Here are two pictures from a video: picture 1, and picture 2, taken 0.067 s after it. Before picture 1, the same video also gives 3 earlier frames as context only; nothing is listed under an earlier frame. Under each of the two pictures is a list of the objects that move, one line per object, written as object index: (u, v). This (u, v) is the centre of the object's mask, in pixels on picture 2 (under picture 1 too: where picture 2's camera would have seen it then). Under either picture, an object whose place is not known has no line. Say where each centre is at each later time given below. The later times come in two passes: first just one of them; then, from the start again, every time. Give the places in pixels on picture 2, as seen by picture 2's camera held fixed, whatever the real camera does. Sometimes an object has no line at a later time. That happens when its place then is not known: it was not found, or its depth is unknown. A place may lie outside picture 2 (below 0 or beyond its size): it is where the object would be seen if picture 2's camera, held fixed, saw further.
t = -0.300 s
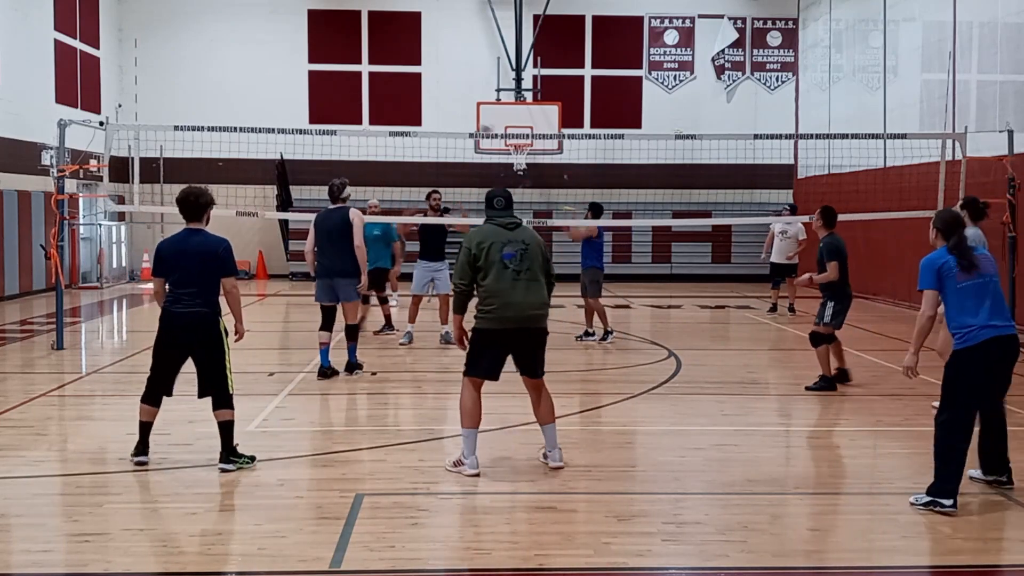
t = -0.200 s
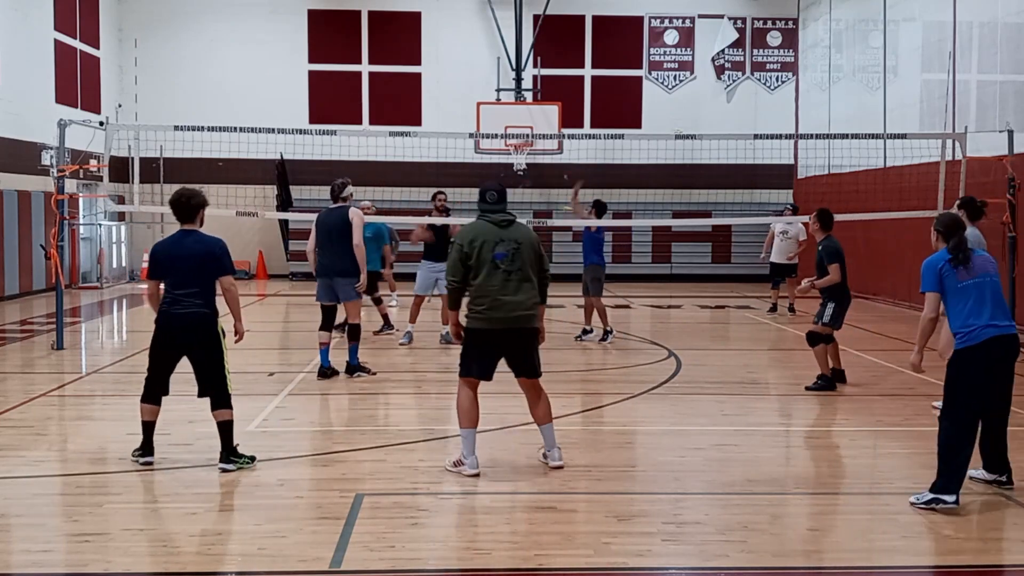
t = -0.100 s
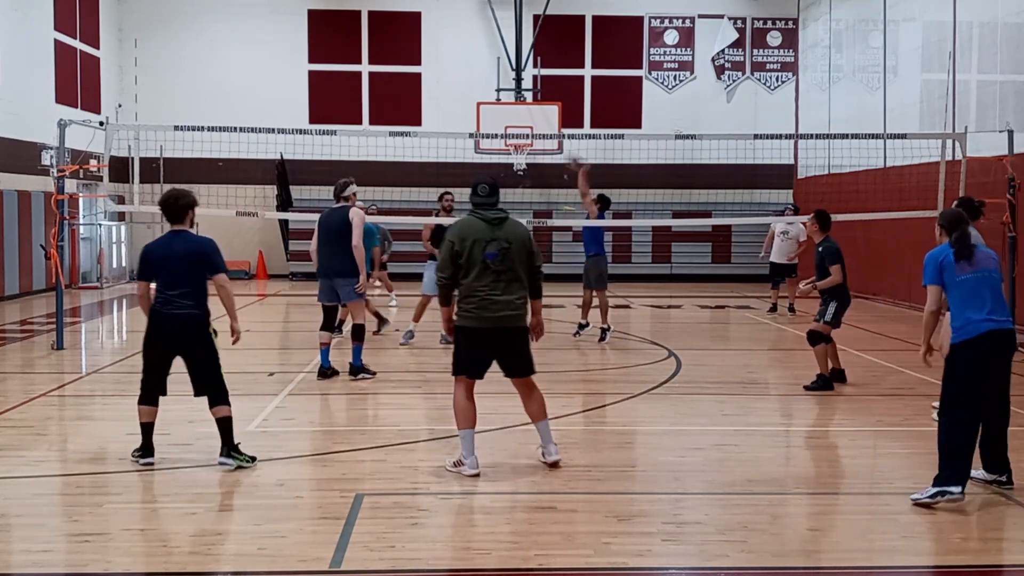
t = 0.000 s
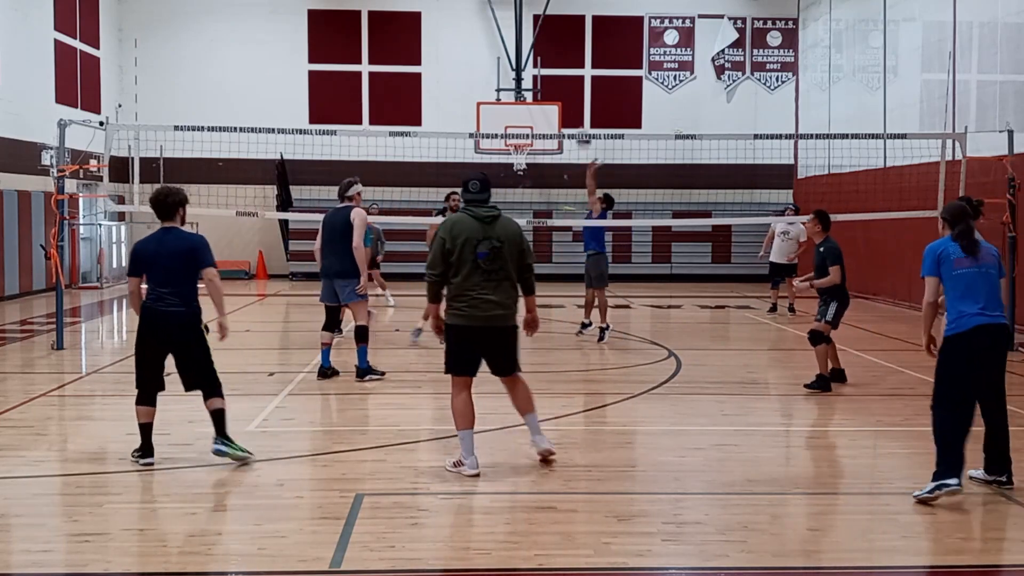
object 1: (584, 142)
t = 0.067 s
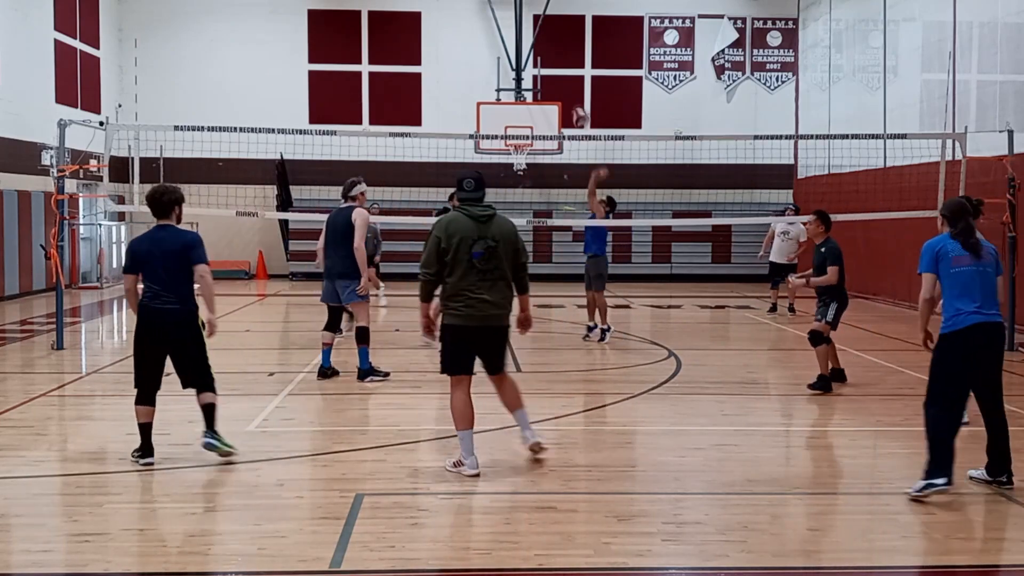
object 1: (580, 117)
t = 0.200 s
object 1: (571, 81)
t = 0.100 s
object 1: (577, 106)
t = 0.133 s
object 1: (575, 97)
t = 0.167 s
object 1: (573, 88)
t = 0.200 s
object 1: (571, 81)
